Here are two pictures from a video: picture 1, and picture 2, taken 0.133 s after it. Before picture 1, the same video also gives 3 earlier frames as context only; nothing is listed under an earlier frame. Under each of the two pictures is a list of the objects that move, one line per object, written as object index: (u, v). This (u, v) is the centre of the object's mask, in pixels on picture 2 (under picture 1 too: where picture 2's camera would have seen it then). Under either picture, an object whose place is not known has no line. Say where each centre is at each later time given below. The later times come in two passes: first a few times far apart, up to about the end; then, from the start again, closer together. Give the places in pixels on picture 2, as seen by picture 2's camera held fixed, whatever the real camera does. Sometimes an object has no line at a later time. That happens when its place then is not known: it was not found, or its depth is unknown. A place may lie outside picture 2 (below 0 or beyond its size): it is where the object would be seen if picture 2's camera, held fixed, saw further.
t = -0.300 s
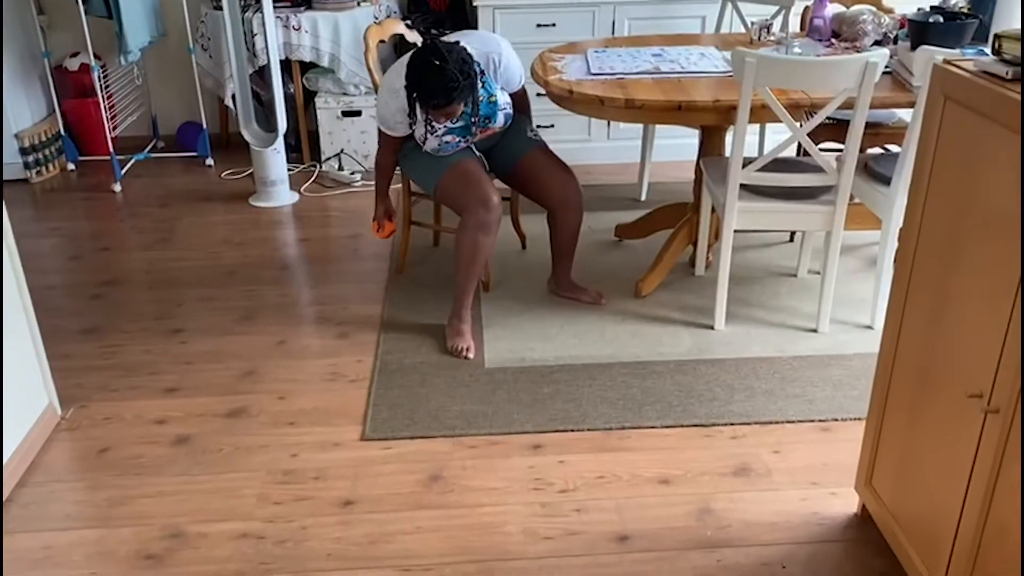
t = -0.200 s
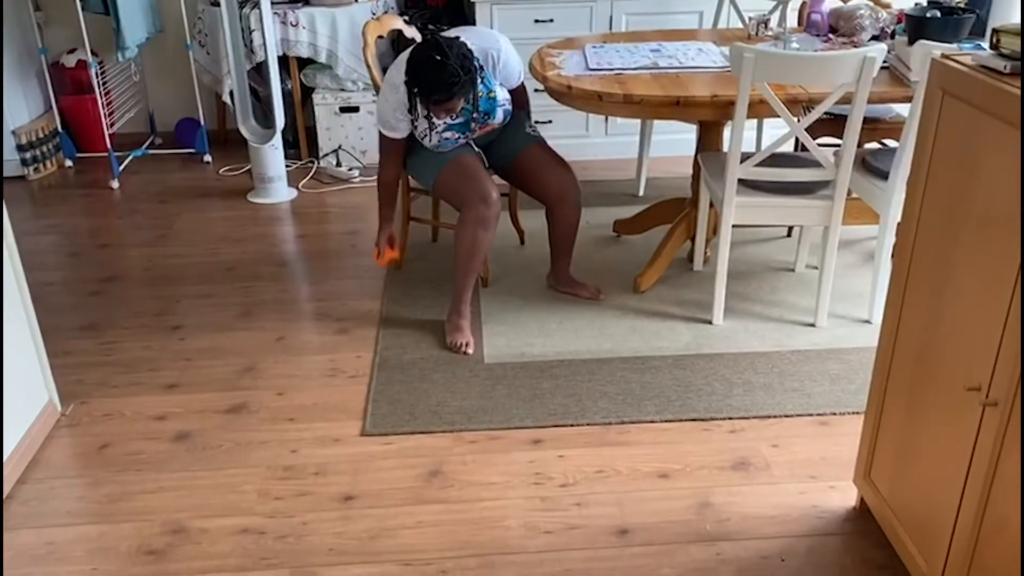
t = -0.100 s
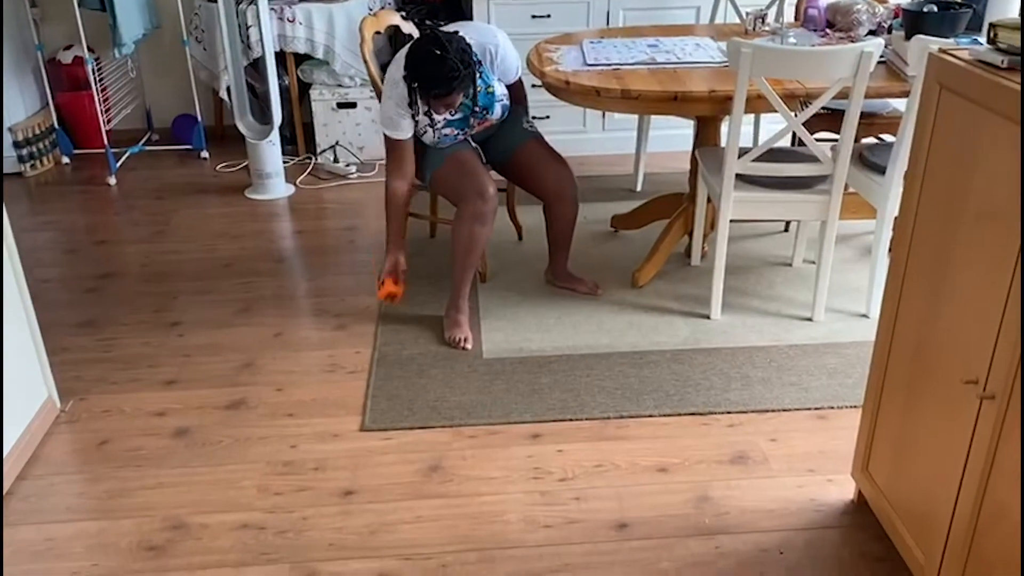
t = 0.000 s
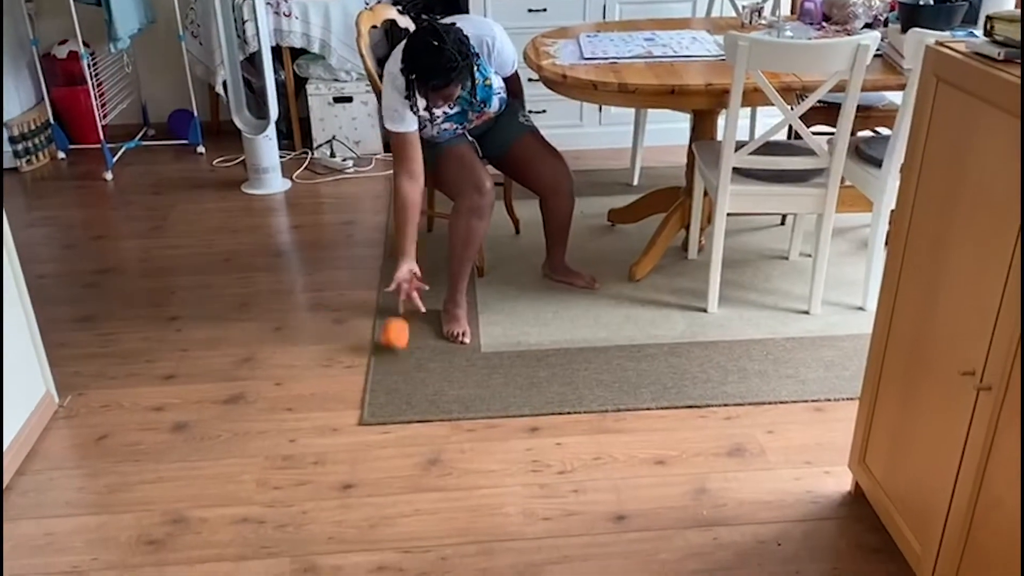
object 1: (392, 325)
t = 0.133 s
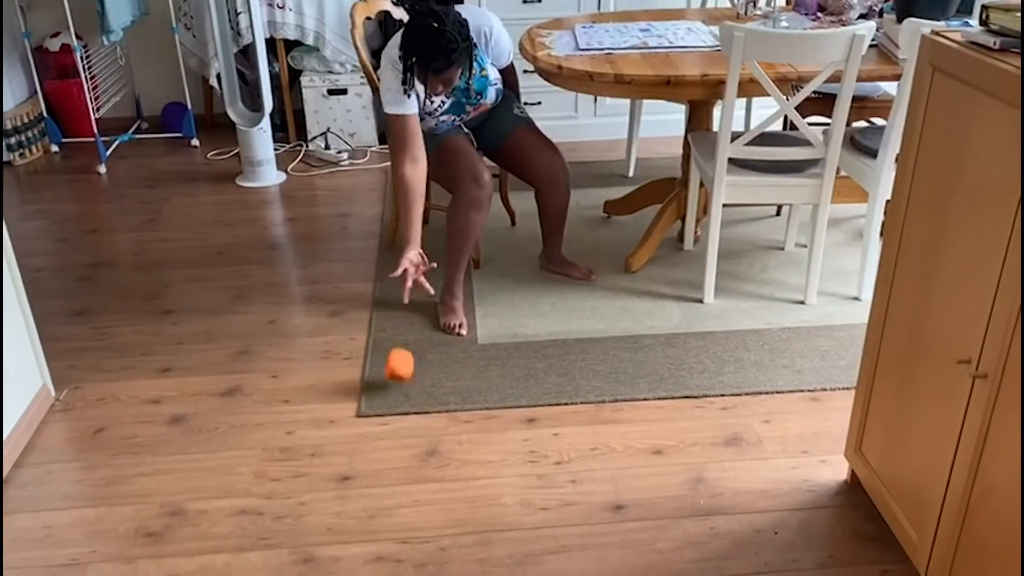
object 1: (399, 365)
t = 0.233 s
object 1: (411, 407)
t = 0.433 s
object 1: (449, 473)
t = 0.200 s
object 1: (405, 398)
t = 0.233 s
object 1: (411, 407)
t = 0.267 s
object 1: (418, 419)
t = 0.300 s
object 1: (427, 434)
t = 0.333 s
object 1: (433, 448)
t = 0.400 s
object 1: (444, 460)
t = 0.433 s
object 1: (449, 473)
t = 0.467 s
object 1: (457, 490)
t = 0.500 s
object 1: (464, 512)
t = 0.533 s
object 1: (472, 528)
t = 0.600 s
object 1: (491, 534)
